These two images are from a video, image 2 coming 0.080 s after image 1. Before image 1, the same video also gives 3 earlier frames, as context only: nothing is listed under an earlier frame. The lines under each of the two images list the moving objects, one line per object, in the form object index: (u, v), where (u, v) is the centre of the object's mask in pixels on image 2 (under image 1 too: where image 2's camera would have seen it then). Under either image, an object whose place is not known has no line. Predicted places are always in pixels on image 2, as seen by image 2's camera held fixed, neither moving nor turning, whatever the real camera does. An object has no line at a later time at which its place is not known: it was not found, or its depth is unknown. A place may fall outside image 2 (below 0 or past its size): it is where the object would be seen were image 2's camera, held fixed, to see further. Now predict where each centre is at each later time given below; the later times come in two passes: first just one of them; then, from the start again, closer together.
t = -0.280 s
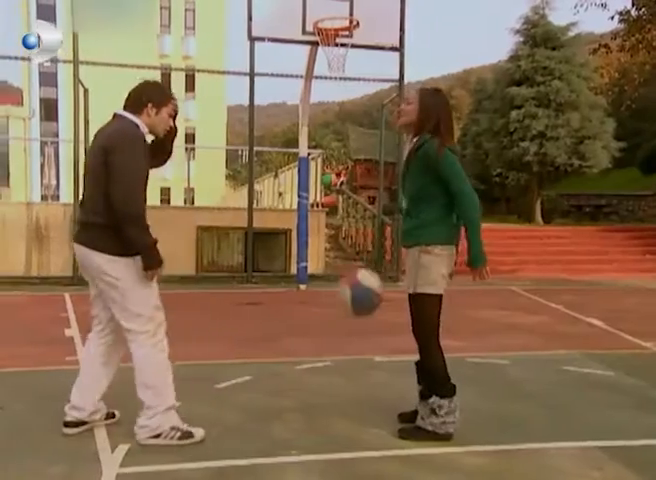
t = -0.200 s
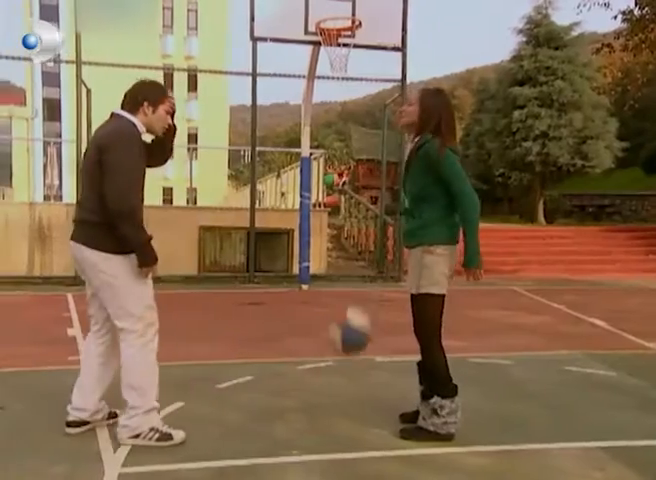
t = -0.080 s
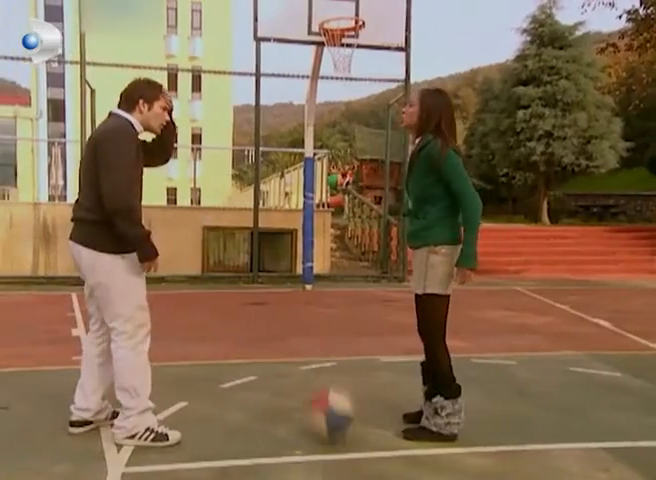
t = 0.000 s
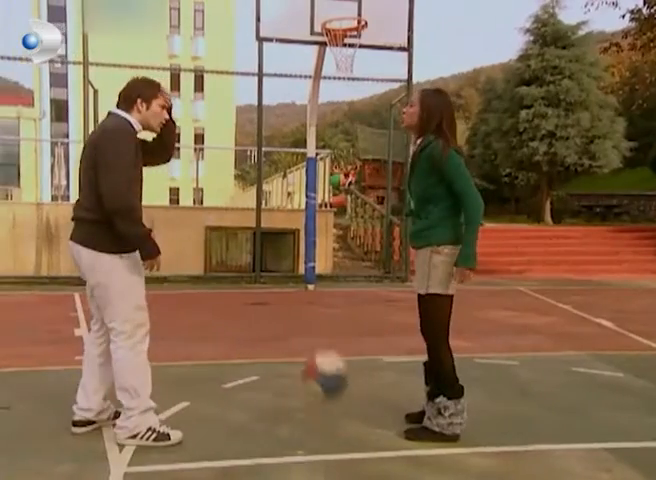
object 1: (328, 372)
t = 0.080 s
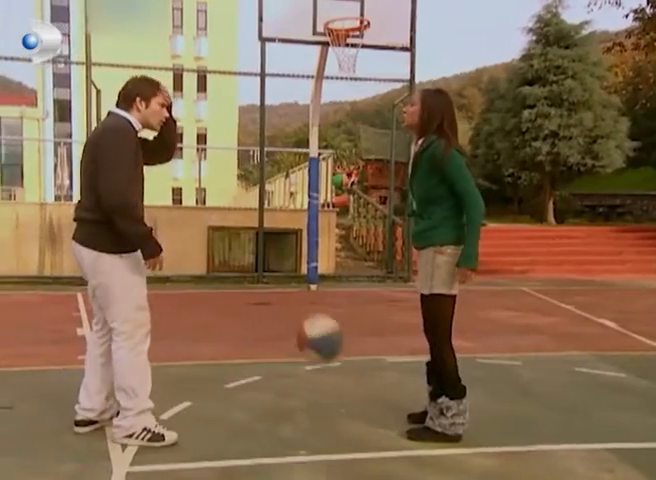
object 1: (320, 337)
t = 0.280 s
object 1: (302, 303)
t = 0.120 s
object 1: (317, 323)
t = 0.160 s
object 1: (313, 313)
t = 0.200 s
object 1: (309, 307)
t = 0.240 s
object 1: (305, 304)
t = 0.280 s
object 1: (302, 303)
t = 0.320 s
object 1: (297, 307)
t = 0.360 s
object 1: (294, 313)
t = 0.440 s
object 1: (285, 336)
